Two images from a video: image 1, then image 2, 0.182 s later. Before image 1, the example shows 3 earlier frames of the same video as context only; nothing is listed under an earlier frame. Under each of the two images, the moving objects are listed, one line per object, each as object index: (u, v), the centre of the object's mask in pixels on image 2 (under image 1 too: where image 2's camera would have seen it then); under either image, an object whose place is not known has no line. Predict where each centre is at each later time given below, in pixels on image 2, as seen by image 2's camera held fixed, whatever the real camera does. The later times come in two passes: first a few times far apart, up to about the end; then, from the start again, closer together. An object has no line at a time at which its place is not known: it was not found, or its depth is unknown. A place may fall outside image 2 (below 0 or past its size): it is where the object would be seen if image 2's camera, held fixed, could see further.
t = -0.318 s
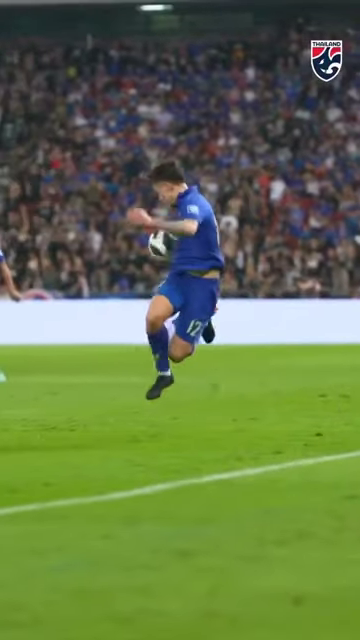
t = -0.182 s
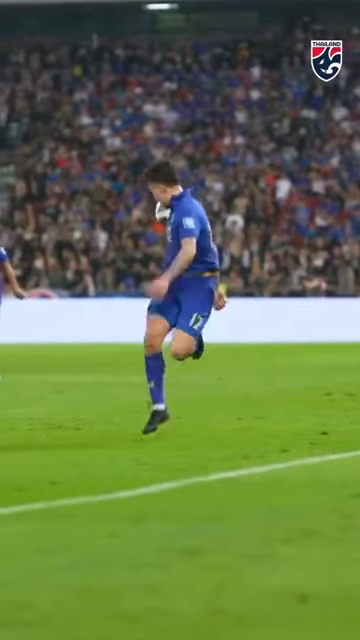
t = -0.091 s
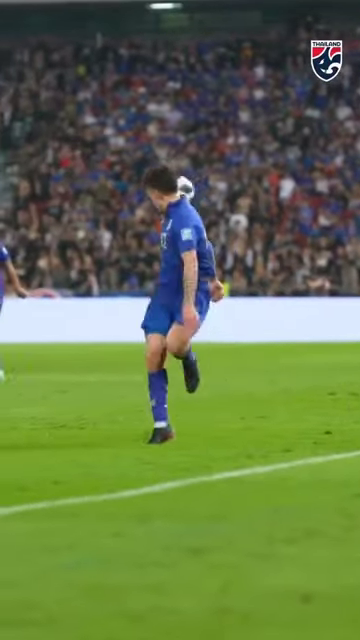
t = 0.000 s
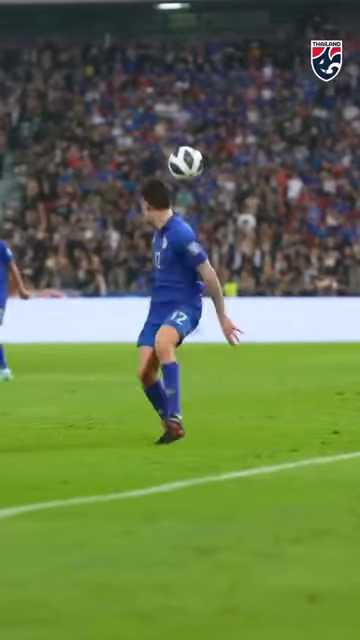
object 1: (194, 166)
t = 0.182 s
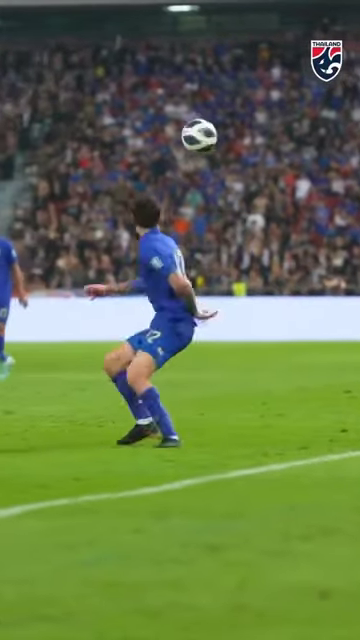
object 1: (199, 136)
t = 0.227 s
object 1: (199, 133)
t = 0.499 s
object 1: (207, 189)
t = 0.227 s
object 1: (199, 133)
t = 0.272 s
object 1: (201, 133)
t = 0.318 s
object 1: (202, 136)
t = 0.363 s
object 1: (204, 149)
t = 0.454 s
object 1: (206, 173)
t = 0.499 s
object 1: (207, 189)
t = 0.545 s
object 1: (208, 206)
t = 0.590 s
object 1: (209, 227)
